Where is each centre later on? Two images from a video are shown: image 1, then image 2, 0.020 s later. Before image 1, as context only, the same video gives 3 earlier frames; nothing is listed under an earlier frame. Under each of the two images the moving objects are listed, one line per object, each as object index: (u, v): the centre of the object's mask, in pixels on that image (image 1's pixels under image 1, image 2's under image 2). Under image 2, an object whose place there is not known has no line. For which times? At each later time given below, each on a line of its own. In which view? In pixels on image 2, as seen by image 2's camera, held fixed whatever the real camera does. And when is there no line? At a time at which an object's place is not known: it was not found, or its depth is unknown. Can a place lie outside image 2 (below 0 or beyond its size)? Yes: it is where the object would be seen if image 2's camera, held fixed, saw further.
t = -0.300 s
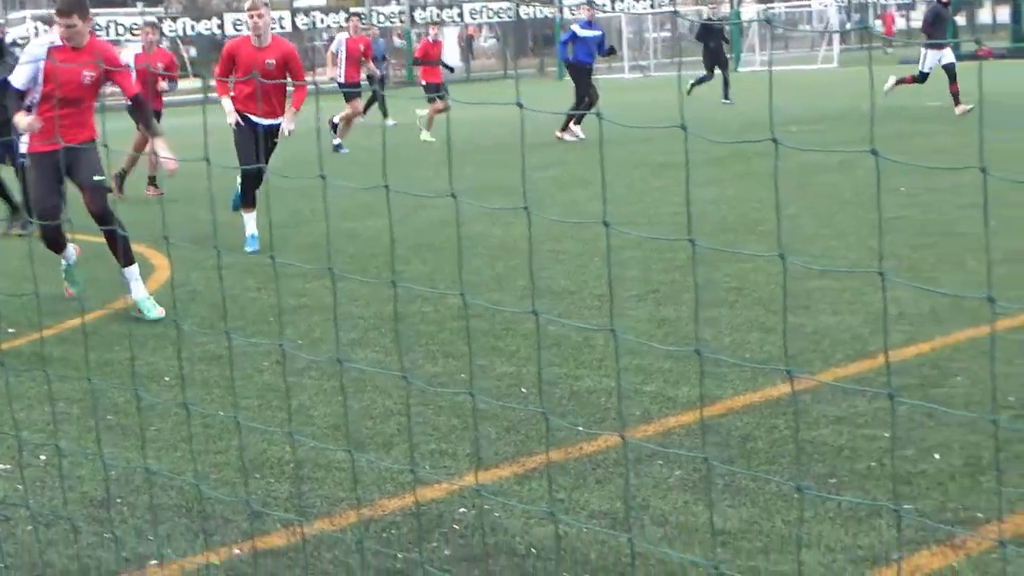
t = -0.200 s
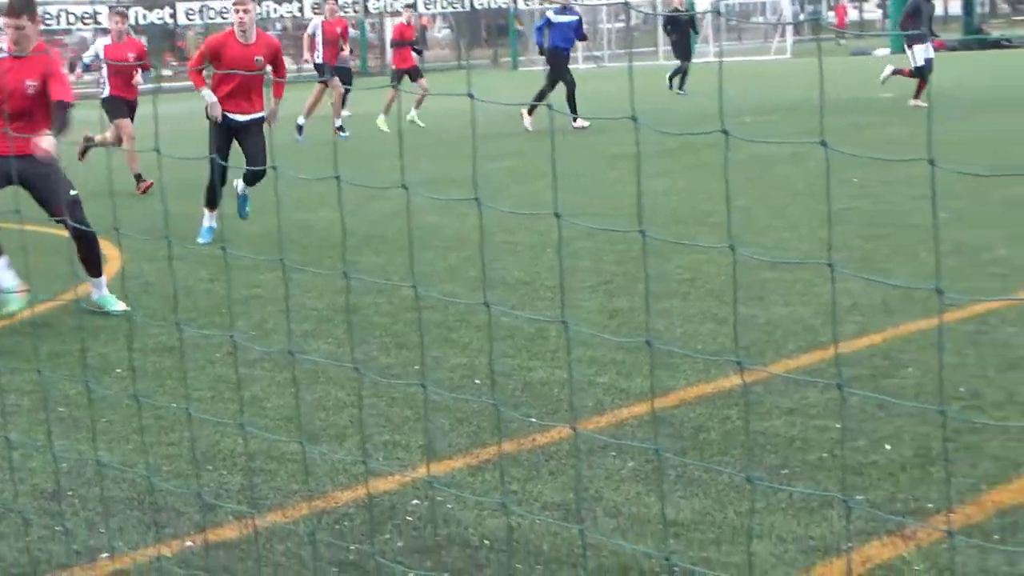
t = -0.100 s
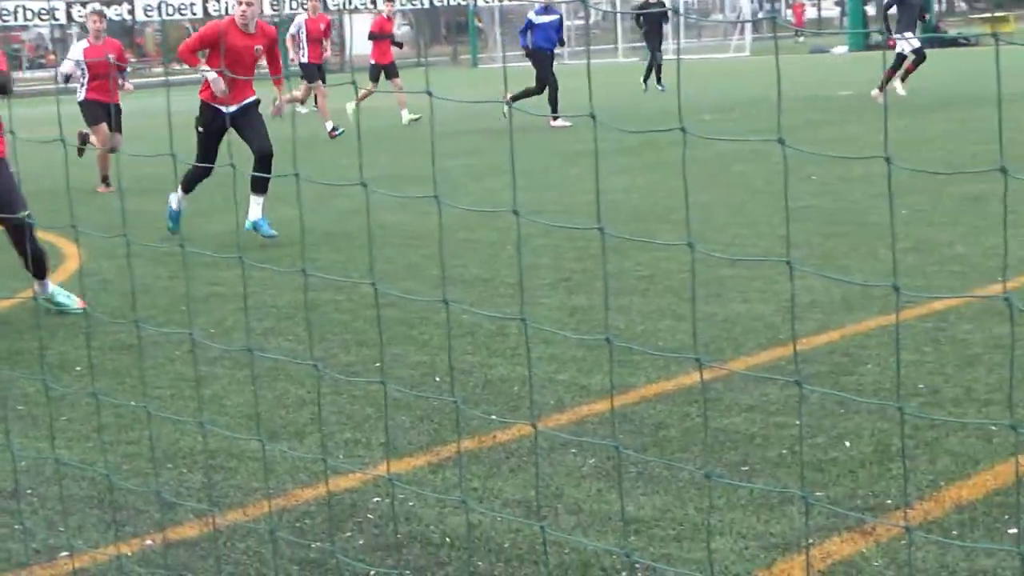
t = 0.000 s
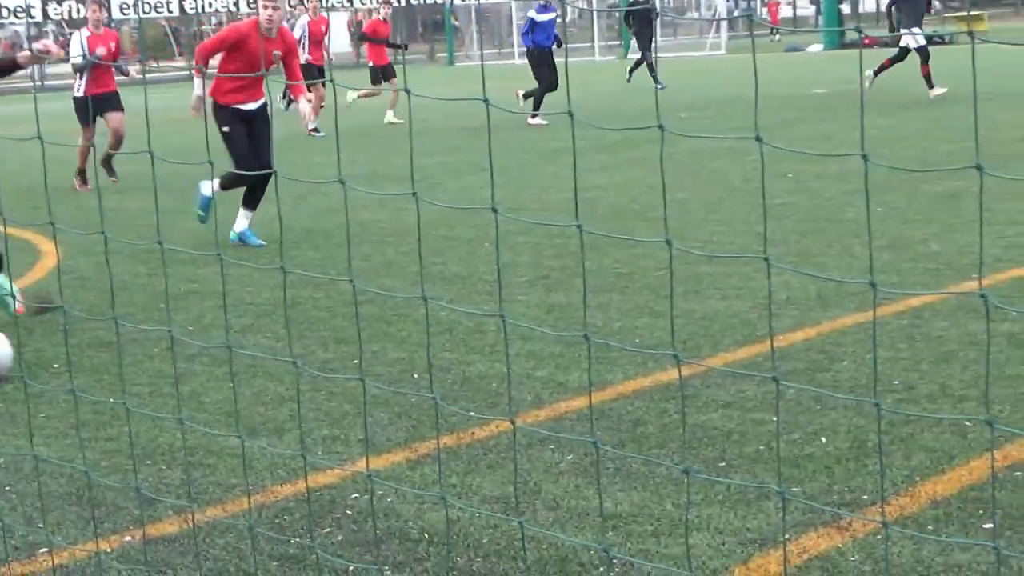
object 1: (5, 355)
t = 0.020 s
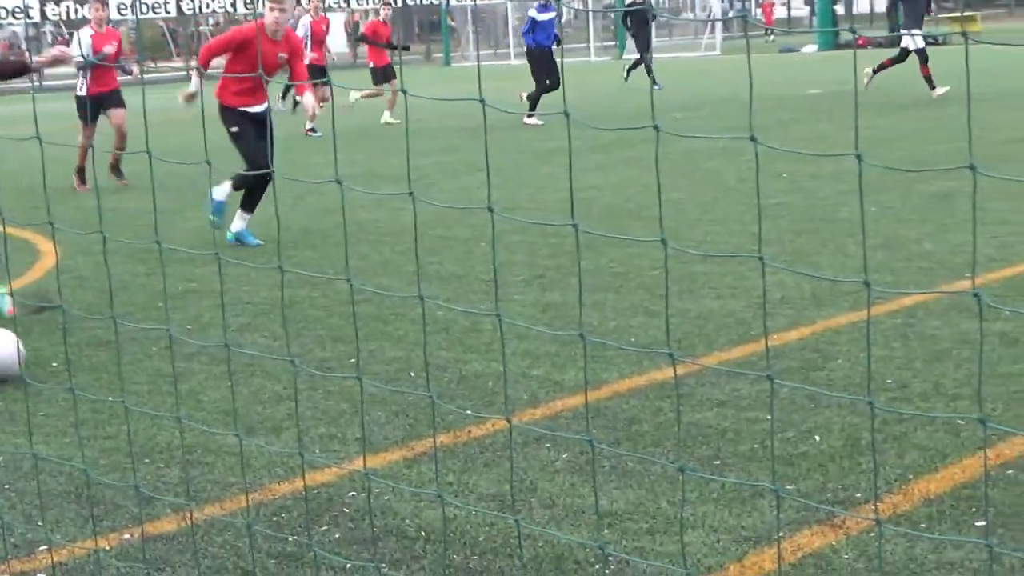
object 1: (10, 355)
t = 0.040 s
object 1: (15, 355)
